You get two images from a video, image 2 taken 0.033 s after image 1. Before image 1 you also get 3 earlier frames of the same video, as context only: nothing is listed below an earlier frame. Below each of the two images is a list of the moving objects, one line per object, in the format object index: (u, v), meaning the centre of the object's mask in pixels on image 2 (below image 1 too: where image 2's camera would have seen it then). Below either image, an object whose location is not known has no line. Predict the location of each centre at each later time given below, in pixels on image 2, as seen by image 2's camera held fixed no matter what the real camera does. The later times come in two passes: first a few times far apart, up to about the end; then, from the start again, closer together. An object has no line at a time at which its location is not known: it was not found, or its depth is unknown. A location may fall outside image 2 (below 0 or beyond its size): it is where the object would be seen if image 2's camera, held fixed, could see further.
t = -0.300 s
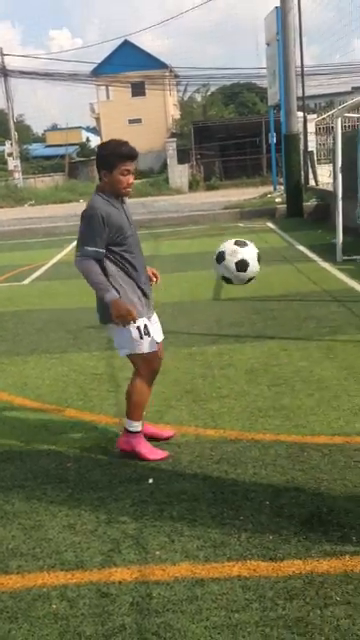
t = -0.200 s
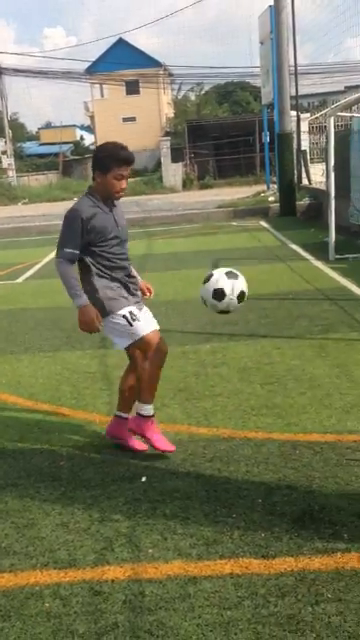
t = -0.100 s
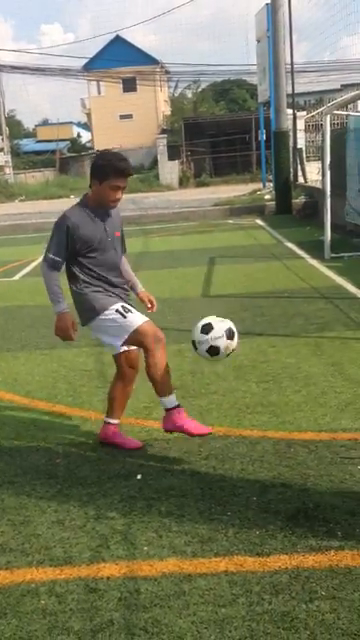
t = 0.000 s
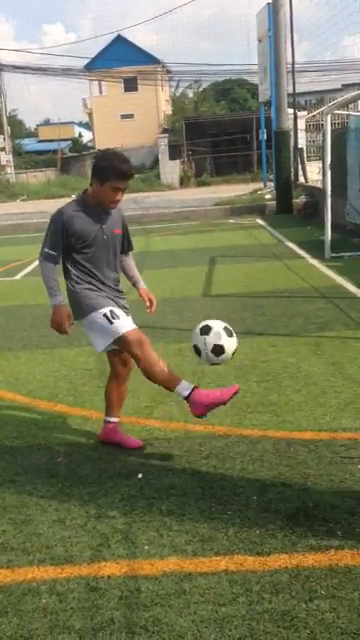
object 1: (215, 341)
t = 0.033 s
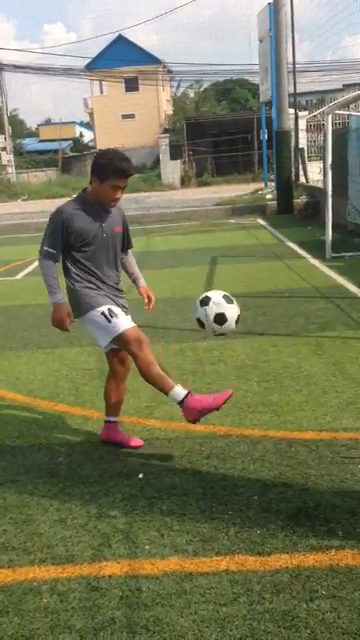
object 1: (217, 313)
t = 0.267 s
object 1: (233, 165)
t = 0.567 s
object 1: (264, 141)
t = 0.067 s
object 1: (219, 285)
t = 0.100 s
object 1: (221, 260)
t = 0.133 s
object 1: (223, 236)
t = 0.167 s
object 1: (225, 216)
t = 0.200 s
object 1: (227, 196)
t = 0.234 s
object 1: (230, 179)
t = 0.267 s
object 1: (233, 165)
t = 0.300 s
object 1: (236, 153)
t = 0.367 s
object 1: (243, 136)
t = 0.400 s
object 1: (247, 131)
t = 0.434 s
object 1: (250, 128)
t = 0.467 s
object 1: (253, 128)
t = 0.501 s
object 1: (257, 130)
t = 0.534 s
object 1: (260, 134)
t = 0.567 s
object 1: (264, 141)
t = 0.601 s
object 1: (267, 151)
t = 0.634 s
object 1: (271, 160)
